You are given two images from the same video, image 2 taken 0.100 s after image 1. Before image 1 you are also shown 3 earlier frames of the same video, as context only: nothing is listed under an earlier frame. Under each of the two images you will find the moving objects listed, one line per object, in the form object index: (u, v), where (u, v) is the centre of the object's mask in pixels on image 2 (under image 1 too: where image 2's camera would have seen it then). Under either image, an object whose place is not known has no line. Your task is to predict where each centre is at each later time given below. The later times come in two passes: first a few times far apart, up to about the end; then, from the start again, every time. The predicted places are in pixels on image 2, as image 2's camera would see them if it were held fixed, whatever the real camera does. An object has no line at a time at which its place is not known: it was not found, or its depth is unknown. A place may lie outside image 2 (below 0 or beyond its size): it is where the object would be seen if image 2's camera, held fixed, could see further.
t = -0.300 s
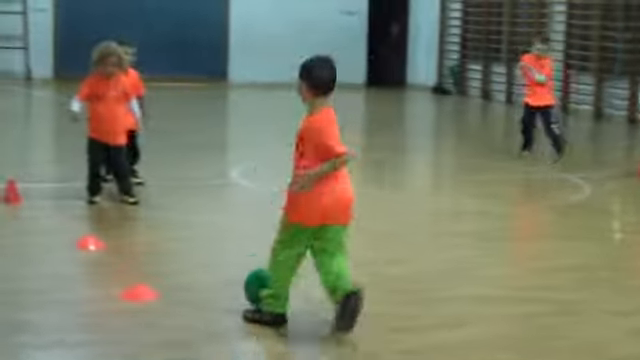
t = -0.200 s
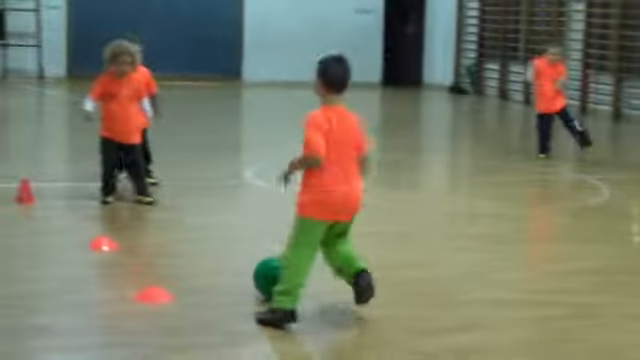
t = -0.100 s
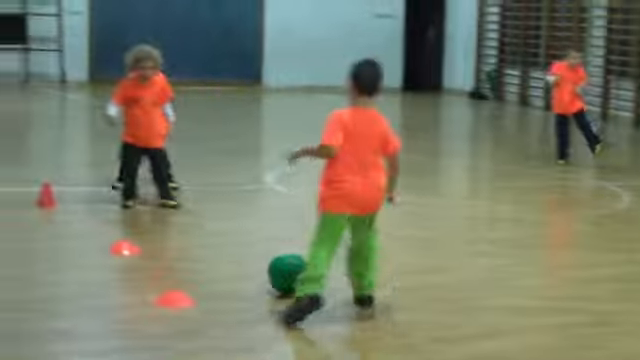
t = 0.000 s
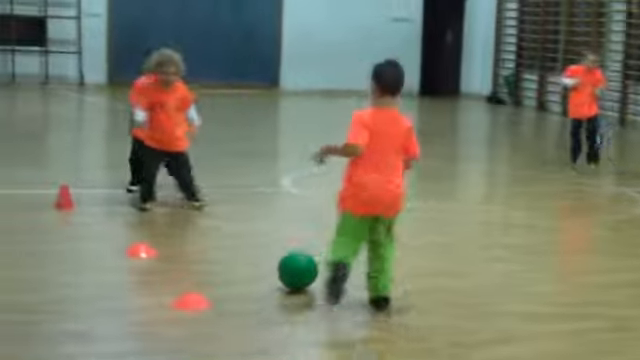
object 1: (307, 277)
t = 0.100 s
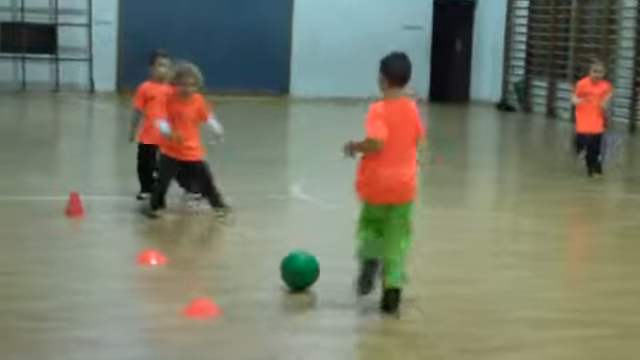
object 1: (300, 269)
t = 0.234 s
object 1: (290, 262)
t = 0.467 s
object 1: (275, 249)
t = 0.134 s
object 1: (297, 267)
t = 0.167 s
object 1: (295, 266)
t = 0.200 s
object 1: (292, 264)
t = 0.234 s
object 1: (290, 262)
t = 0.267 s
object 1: (287, 259)
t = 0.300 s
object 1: (286, 257)
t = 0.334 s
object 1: (283, 256)
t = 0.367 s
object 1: (282, 254)
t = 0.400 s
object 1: (280, 253)
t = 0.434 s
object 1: (278, 251)
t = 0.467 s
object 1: (275, 249)
